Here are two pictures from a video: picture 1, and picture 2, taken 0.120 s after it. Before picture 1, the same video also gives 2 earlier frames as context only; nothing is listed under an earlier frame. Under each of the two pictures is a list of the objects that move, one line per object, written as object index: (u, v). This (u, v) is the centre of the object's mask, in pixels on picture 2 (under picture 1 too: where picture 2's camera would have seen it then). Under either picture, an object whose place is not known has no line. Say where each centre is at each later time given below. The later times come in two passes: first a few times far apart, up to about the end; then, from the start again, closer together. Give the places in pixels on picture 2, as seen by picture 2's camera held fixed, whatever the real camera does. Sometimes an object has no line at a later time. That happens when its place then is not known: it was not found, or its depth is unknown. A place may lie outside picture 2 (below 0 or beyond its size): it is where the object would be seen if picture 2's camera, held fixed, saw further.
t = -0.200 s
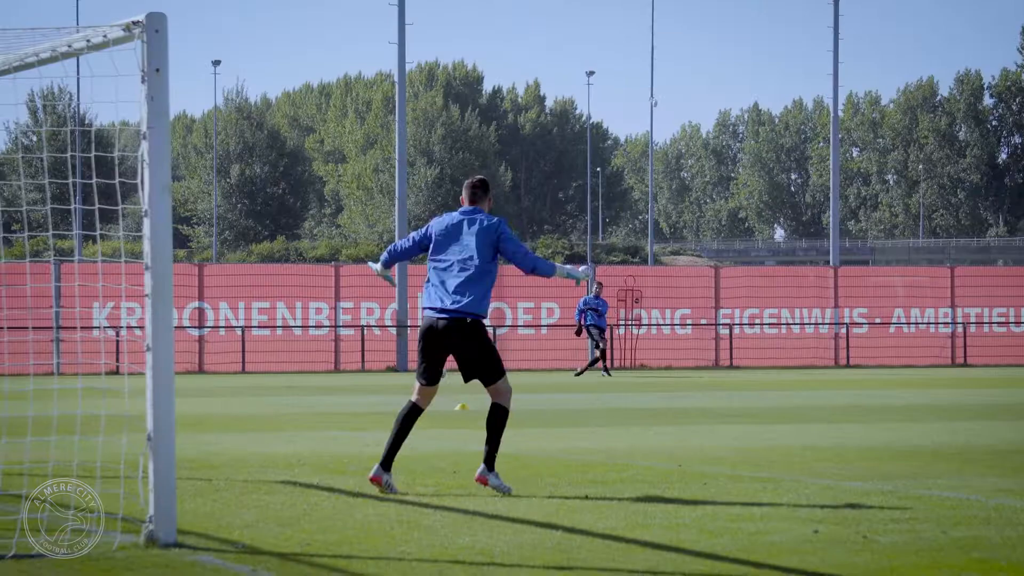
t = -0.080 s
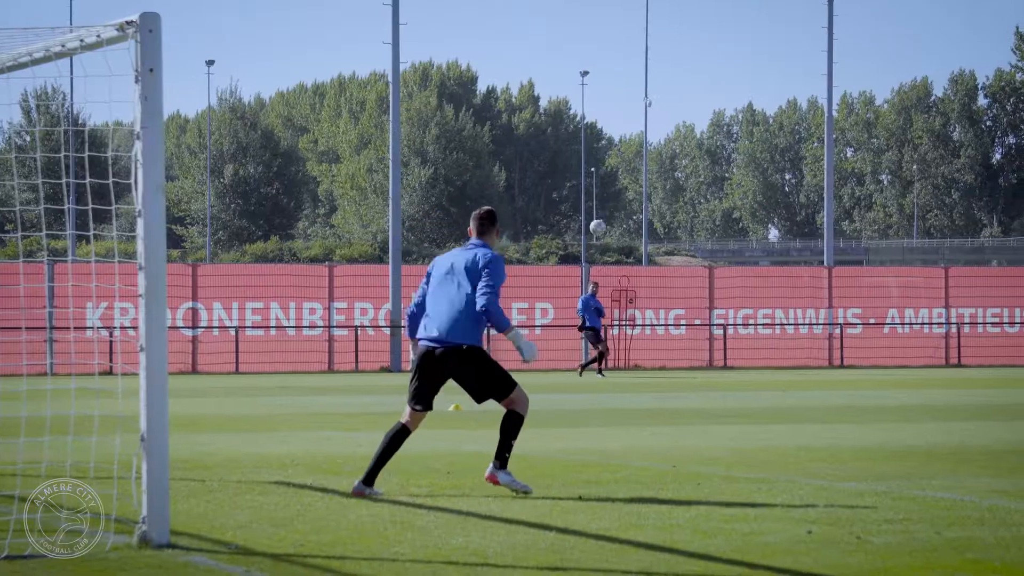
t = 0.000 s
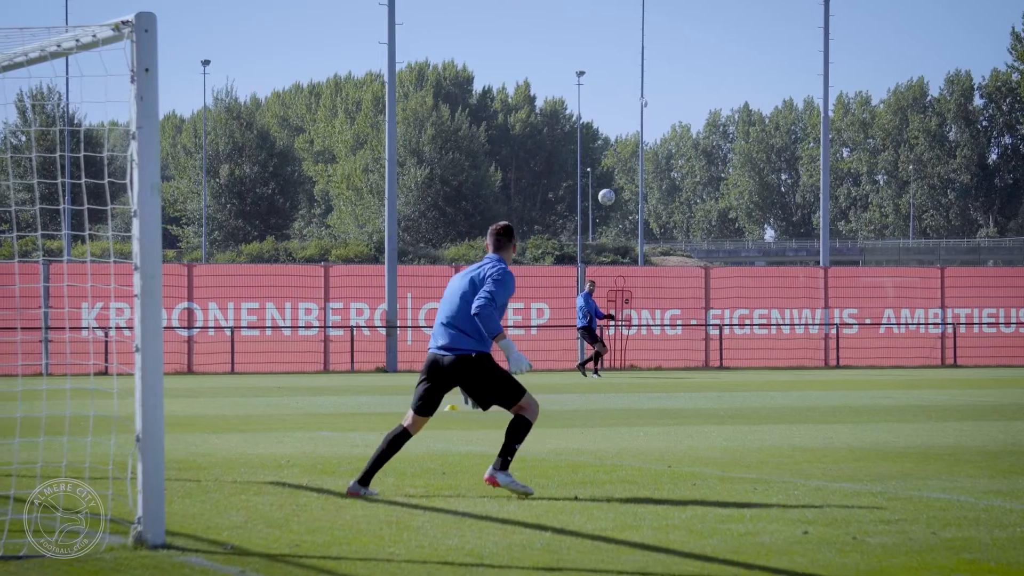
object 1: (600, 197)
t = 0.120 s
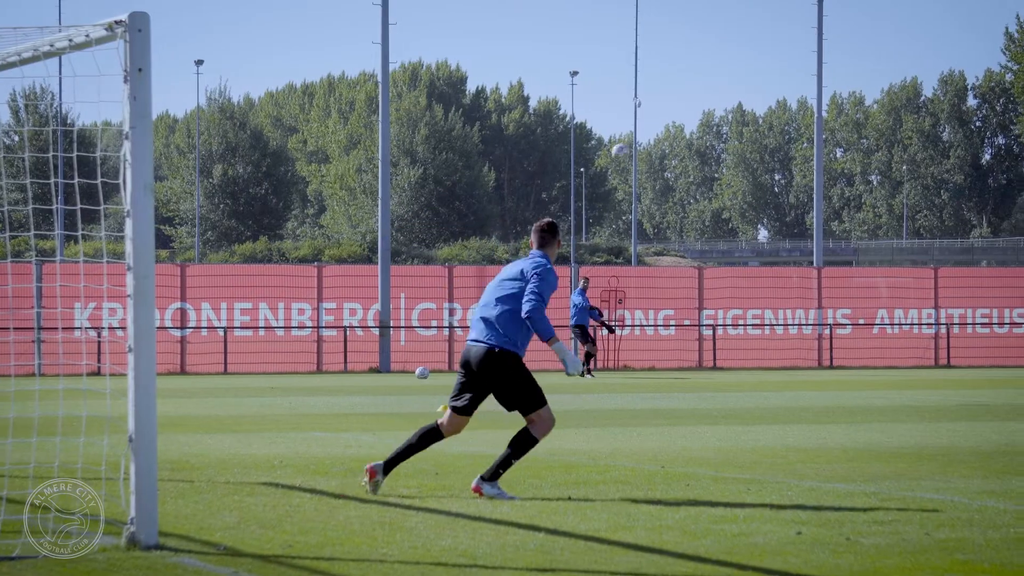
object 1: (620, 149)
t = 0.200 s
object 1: (635, 123)
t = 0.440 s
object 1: (686, 43)
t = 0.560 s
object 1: (716, 9)
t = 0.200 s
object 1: (635, 123)
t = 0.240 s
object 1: (643, 109)
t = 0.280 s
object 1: (651, 95)
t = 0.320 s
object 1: (659, 81)
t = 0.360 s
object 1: (668, 68)
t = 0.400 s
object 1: (677, 56)
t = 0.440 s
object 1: (686, 43)
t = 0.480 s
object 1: (695, 31)
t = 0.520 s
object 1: (705, 20)
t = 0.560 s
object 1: (716, 9)
